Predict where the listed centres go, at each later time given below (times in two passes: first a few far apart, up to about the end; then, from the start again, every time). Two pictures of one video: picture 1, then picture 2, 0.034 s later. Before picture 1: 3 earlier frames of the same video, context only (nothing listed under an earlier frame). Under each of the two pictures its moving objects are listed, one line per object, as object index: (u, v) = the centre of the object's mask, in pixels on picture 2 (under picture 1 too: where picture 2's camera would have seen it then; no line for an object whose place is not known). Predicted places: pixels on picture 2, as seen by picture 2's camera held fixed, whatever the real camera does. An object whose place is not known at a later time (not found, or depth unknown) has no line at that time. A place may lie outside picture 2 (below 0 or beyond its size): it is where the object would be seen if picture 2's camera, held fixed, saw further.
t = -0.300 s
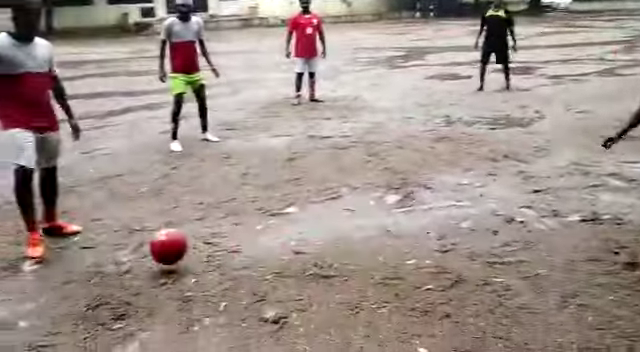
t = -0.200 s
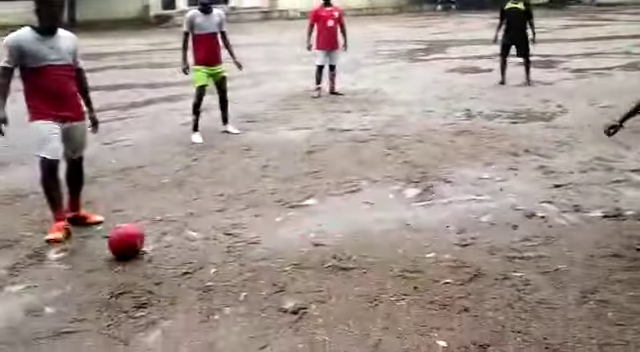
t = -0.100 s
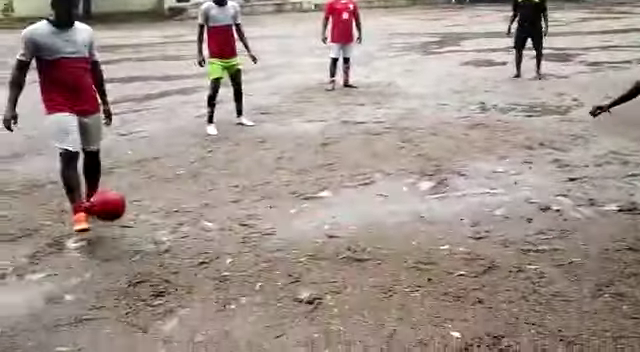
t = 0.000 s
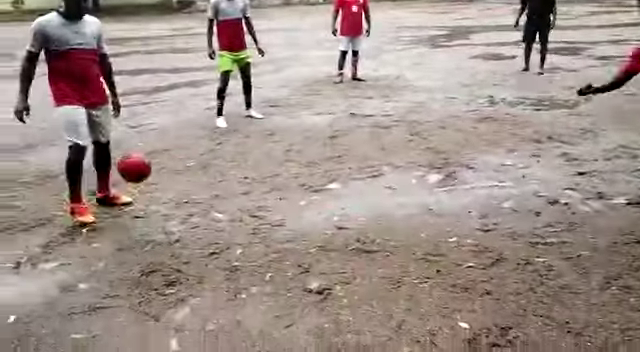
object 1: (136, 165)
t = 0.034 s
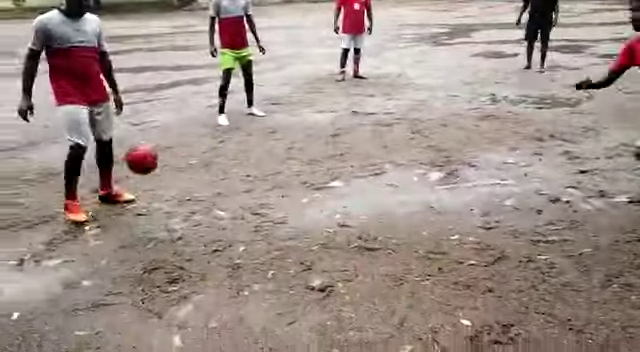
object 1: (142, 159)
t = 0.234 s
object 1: (172, 153)
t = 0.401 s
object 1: (183, 159)
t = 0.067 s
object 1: (146, 155)
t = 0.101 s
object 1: (152, 152)
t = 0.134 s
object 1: (157, 149)
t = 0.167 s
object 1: (161, 150)
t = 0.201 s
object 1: (166, 151)
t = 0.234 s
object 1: (172, 153)
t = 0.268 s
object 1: (176, 157)
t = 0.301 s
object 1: (181, 162)
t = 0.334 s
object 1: (186, 169)
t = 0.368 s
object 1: (185, 166)
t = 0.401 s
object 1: (183, 159)
